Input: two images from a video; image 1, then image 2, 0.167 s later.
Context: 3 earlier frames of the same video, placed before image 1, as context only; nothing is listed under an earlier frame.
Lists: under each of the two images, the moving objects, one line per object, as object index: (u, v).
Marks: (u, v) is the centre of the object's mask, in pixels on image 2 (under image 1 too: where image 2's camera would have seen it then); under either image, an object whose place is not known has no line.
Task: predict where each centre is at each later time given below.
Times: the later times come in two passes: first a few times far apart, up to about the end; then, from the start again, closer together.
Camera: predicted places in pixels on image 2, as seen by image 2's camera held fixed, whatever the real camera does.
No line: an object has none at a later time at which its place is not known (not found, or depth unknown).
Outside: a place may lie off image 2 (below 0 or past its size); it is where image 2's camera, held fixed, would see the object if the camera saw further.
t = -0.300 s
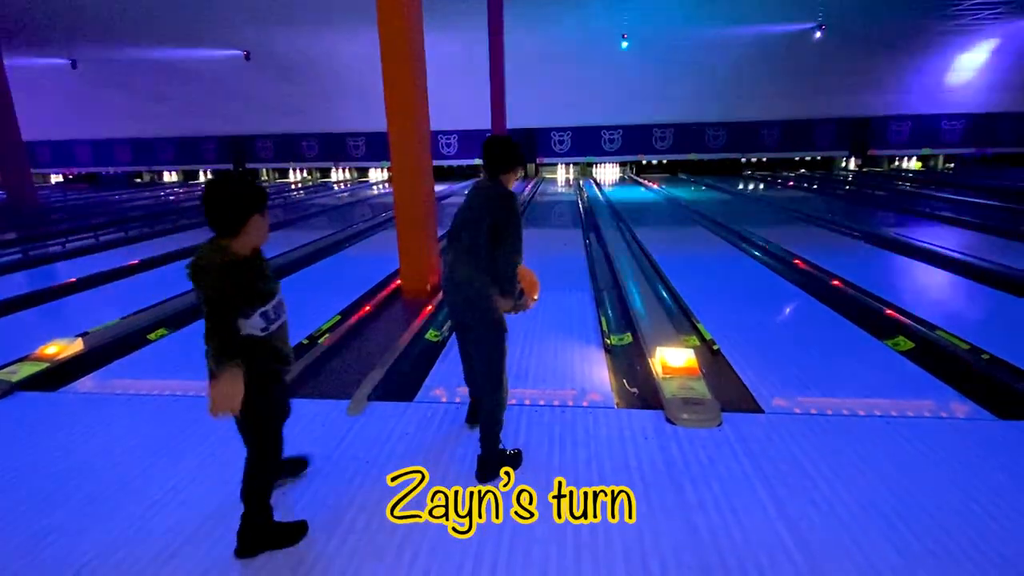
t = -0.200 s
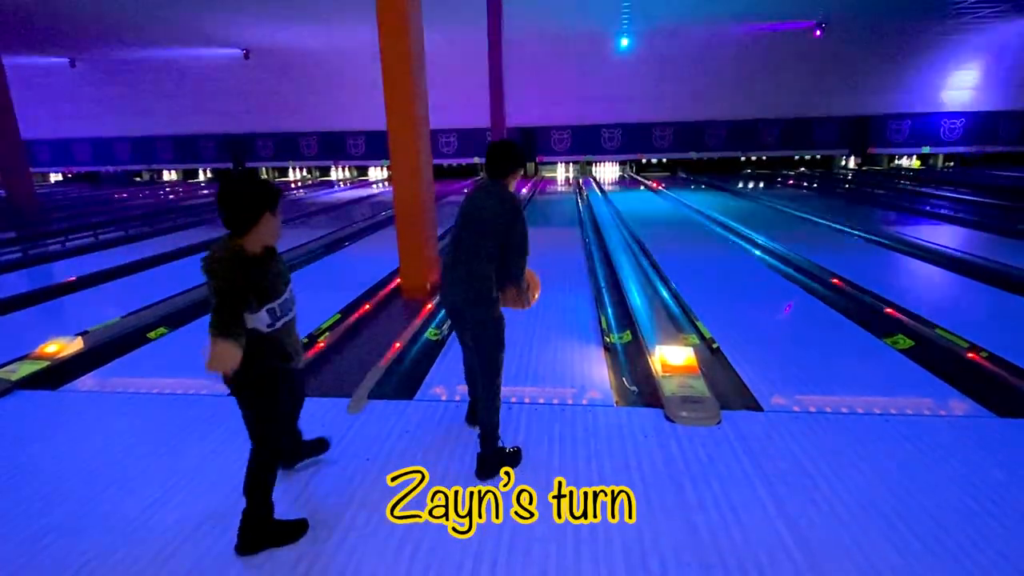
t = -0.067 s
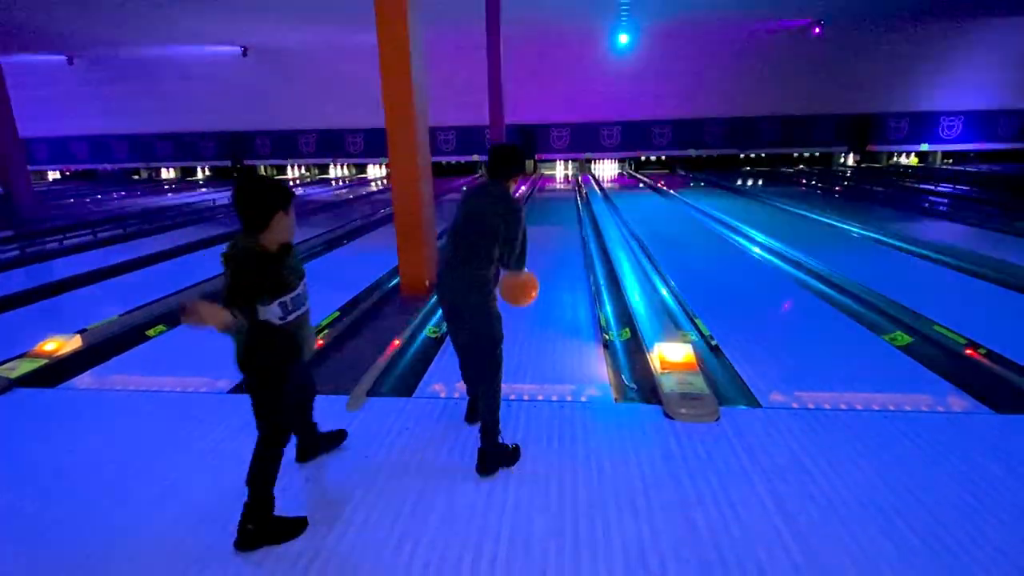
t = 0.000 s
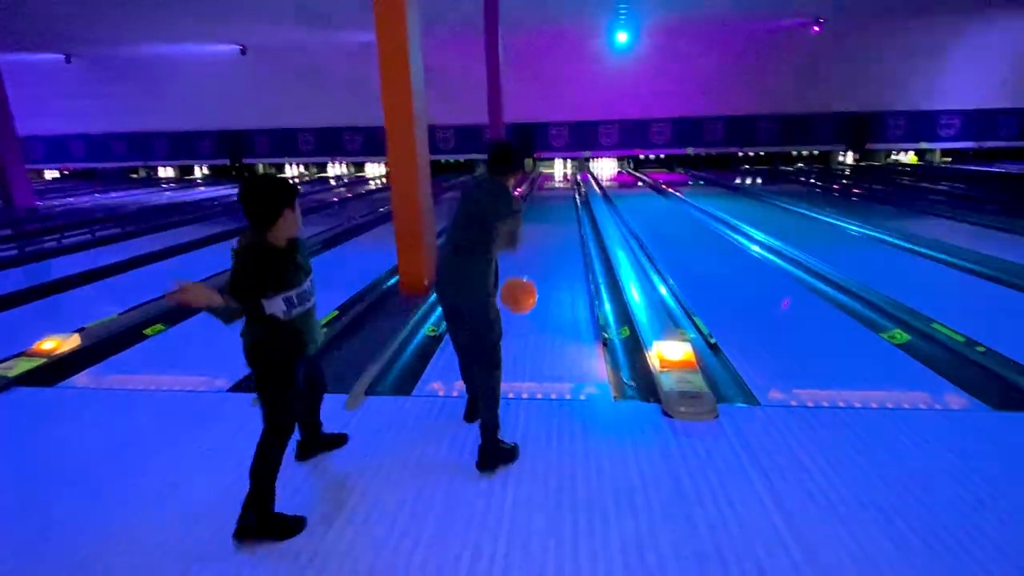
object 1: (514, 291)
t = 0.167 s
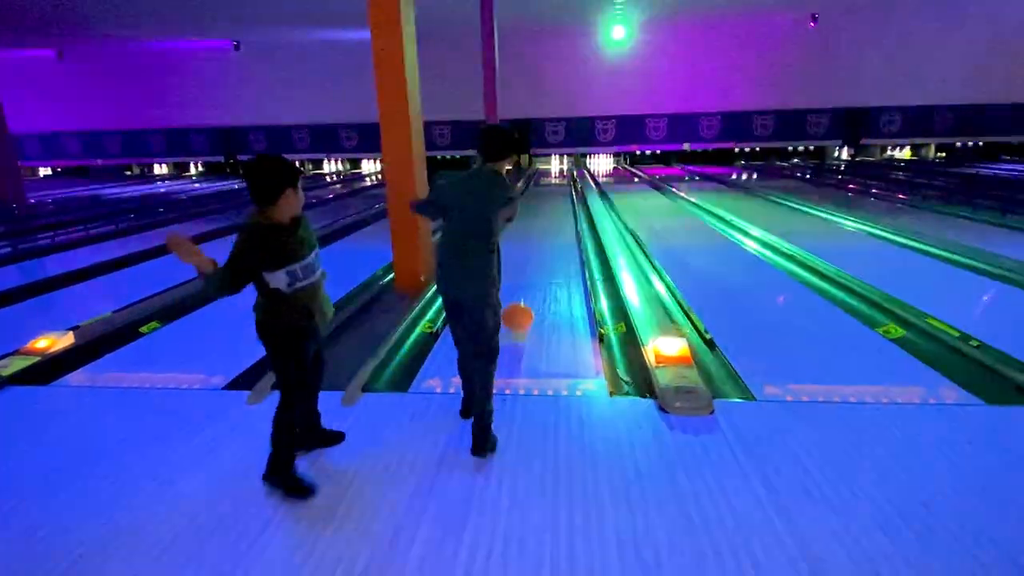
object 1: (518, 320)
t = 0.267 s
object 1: (518, 300)
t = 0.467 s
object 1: (521, 293)
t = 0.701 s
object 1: (522, 277)
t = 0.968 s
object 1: (523, 261)
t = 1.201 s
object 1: (524, 251)
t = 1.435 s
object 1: (525, 241)
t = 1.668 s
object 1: (526, 233)
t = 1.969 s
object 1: (526, 225)
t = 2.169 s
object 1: (527, 220)
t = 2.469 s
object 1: (527, 213)
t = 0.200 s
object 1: (518, 310)
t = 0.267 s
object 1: (518, 300)
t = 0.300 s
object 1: (519, 298)
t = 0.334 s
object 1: (519, 297)
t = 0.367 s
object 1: (519, 298)
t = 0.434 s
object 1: (520, 295)
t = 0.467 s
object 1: (521, 293)
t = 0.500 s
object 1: (521, 291)
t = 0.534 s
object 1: (522, 289)
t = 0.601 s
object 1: (523, 283)
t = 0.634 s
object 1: (523, 281)
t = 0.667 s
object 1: (522, 279)
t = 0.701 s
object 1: (522, 277)
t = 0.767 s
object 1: (522, 272)
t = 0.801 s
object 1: (522, 271)
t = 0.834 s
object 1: (522, 269)
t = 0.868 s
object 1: (523, 267)
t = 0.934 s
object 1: (523, 263)
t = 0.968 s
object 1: (523, 261)
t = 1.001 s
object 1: (523, 260)
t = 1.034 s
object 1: (523, 258)
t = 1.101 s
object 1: (523, 255)
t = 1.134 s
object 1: (524, 253)
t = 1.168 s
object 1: (524, 252)
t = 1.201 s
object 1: (524, 251)
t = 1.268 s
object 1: (525, 247)
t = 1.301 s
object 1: (525, 246)
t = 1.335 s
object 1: (525, 245)
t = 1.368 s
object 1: (525, 243)
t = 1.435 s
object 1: (525, 241)
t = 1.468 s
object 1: (526, 240)
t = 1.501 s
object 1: (526, 239)
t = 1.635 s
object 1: (526, 234)
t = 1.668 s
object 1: (526, 233)
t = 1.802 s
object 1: (526, 230)
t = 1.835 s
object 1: (526, 228)
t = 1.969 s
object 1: (526, 225)
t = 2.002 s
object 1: (526, 224)
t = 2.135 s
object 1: (527, 220)
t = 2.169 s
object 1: (527, 220)
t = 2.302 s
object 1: (527, 217)
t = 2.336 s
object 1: (527, 216)
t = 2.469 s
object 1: (527, 213)
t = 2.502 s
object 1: (527, 212)
